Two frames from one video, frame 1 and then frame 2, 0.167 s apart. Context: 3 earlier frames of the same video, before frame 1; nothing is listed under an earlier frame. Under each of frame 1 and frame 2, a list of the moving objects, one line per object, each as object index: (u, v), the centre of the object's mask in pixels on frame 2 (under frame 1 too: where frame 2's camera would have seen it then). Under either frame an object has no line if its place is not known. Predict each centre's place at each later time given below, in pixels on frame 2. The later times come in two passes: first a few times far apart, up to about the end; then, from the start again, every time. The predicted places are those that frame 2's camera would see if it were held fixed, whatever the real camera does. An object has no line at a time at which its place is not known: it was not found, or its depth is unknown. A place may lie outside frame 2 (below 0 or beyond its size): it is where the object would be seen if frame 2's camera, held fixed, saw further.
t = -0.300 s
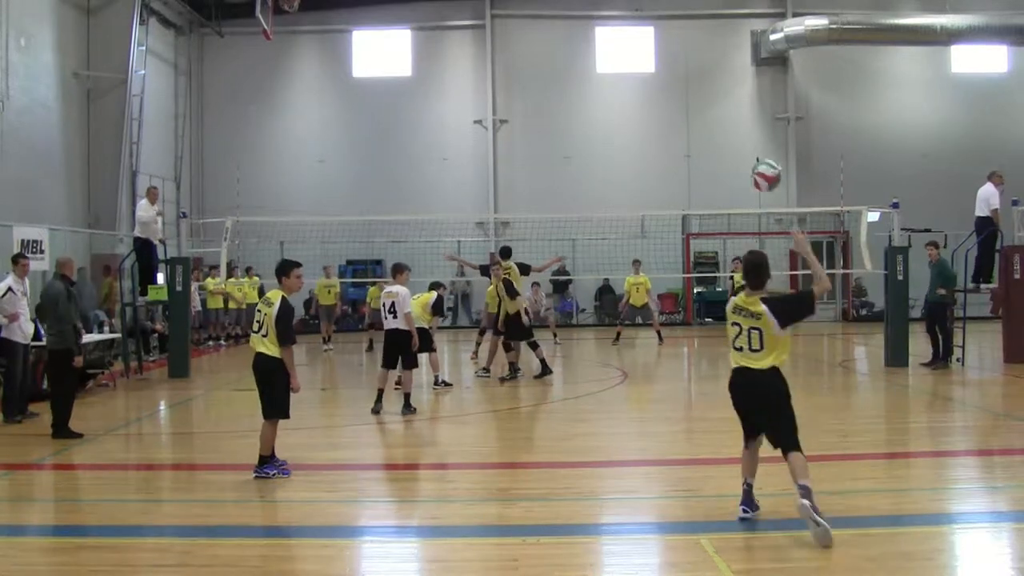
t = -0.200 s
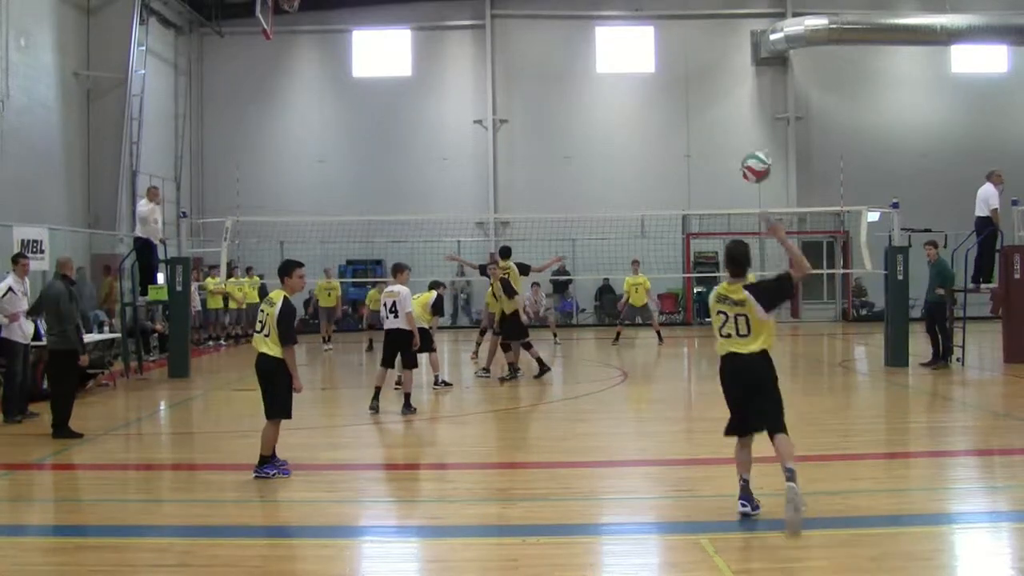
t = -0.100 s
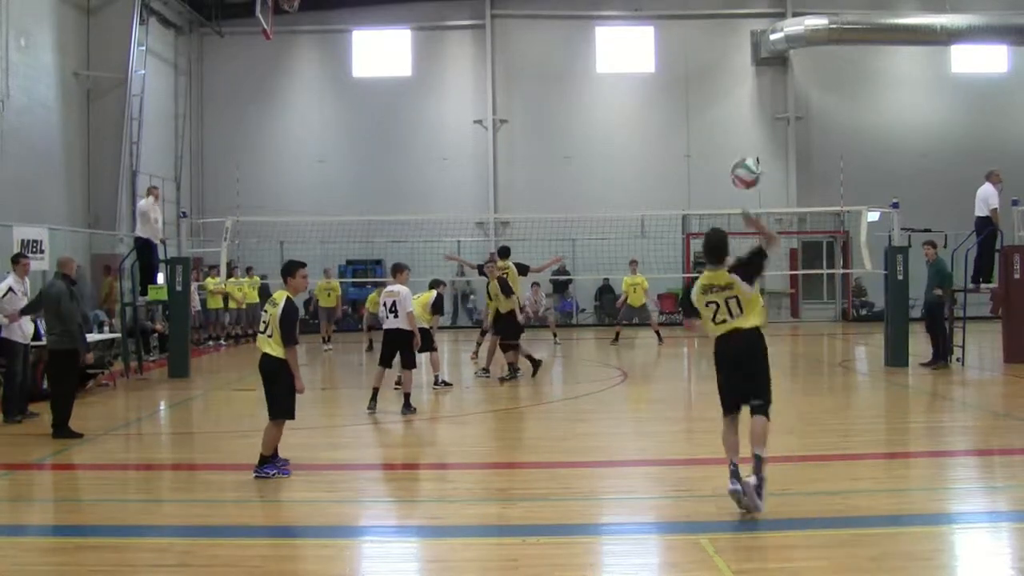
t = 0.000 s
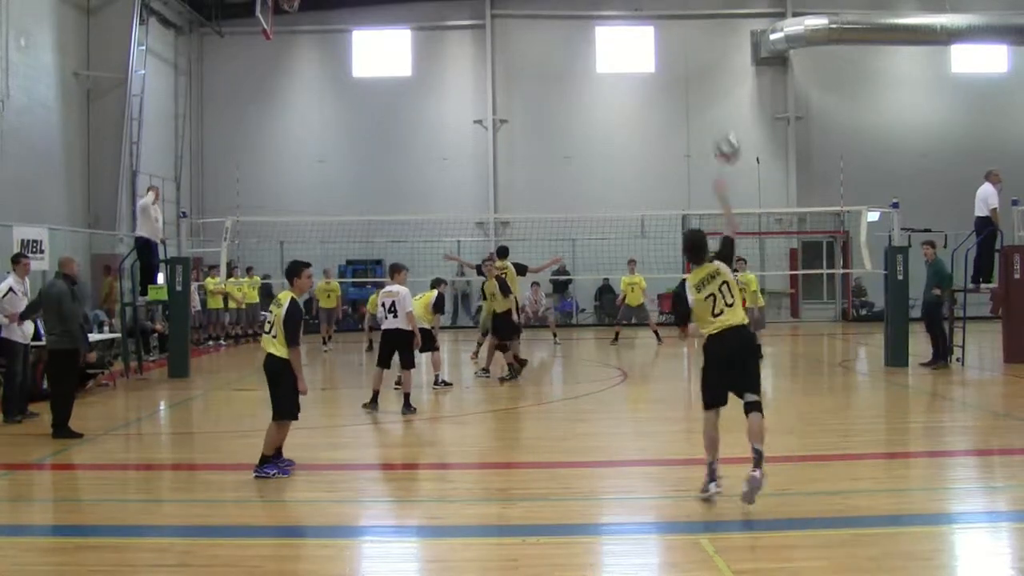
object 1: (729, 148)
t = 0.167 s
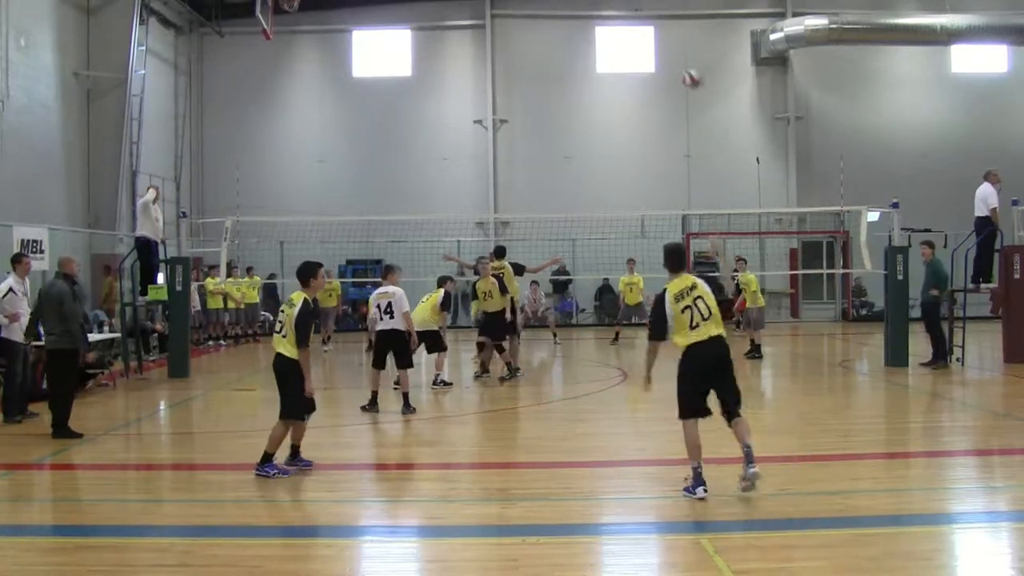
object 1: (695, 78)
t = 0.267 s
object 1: (675, 61)
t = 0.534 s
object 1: (644, 63)
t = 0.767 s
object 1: (623, 101)
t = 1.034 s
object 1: (608, 169)
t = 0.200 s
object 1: (686, 72)
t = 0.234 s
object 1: (682, 65)
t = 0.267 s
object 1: (675, 61)
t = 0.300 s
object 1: (671, 57)
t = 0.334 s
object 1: (669, 56)
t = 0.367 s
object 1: (664, 54)
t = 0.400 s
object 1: (659, 55)
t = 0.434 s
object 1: (655, 56)
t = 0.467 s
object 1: (652, 57)
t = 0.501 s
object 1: (648, 60)
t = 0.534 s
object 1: (644, 63)
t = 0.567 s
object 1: (641, 68)
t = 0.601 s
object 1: (637, 73)
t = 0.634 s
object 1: (635, 77)
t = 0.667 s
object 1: (632, 82)
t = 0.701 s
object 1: (629, 88)
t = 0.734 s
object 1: (626, 94)
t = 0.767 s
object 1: (623, 101)
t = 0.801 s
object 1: (621, 108)
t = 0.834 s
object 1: (619, 115)
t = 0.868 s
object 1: (617, 123)
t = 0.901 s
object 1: (615, 132)
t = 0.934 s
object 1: (613, 141)
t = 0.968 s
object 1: (611, 150)
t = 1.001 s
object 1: (609, 159)
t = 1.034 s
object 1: (608, 169)
